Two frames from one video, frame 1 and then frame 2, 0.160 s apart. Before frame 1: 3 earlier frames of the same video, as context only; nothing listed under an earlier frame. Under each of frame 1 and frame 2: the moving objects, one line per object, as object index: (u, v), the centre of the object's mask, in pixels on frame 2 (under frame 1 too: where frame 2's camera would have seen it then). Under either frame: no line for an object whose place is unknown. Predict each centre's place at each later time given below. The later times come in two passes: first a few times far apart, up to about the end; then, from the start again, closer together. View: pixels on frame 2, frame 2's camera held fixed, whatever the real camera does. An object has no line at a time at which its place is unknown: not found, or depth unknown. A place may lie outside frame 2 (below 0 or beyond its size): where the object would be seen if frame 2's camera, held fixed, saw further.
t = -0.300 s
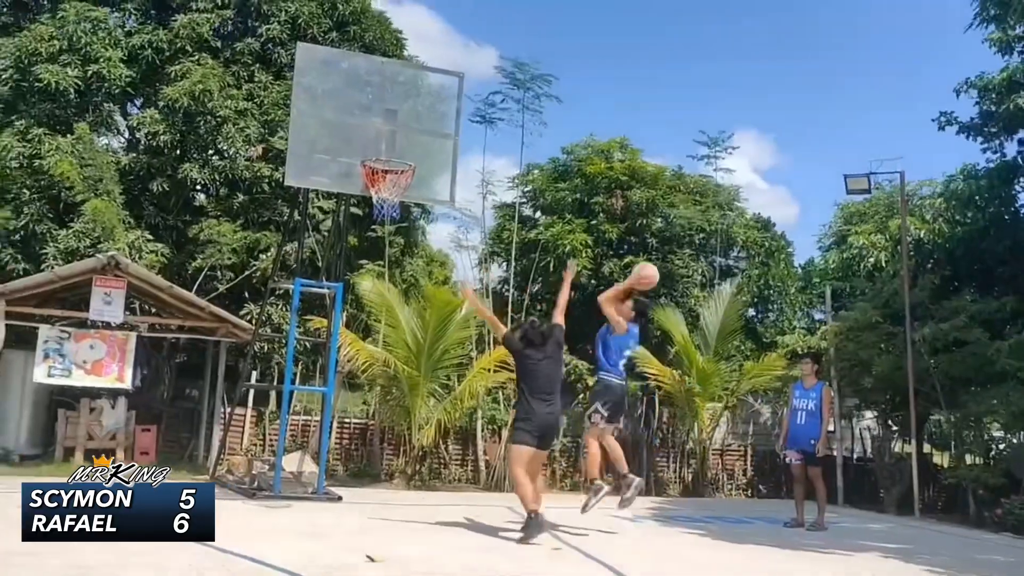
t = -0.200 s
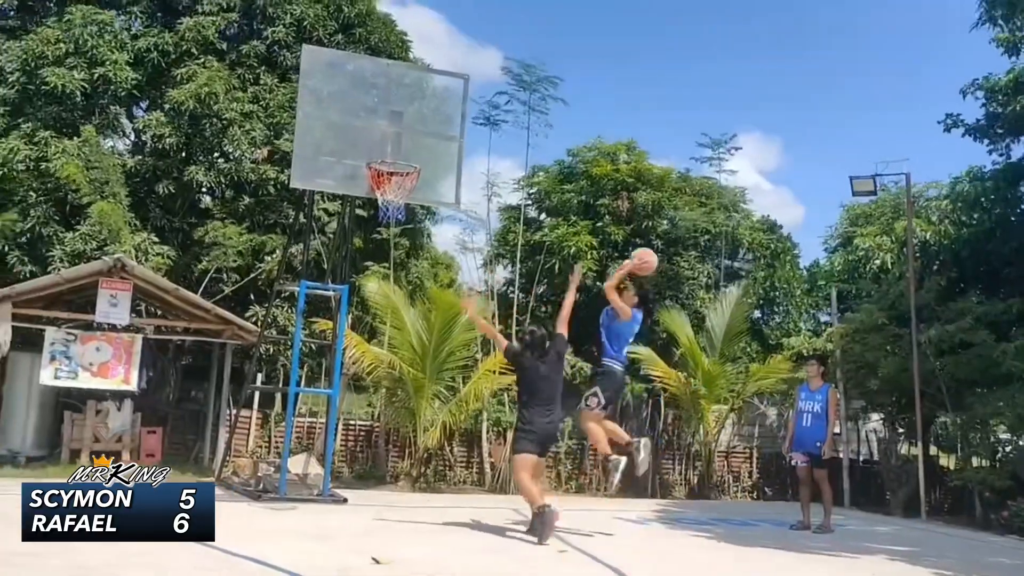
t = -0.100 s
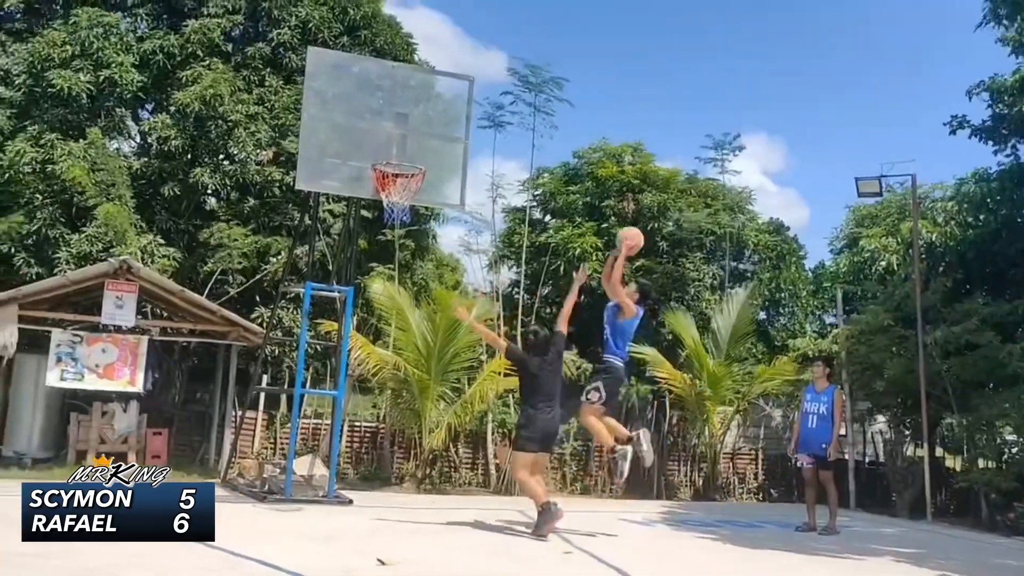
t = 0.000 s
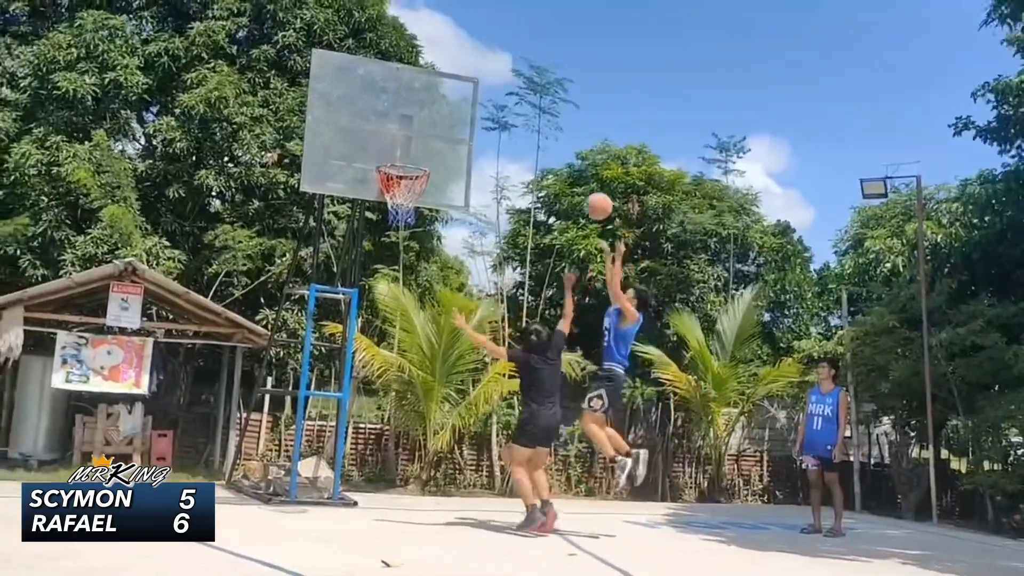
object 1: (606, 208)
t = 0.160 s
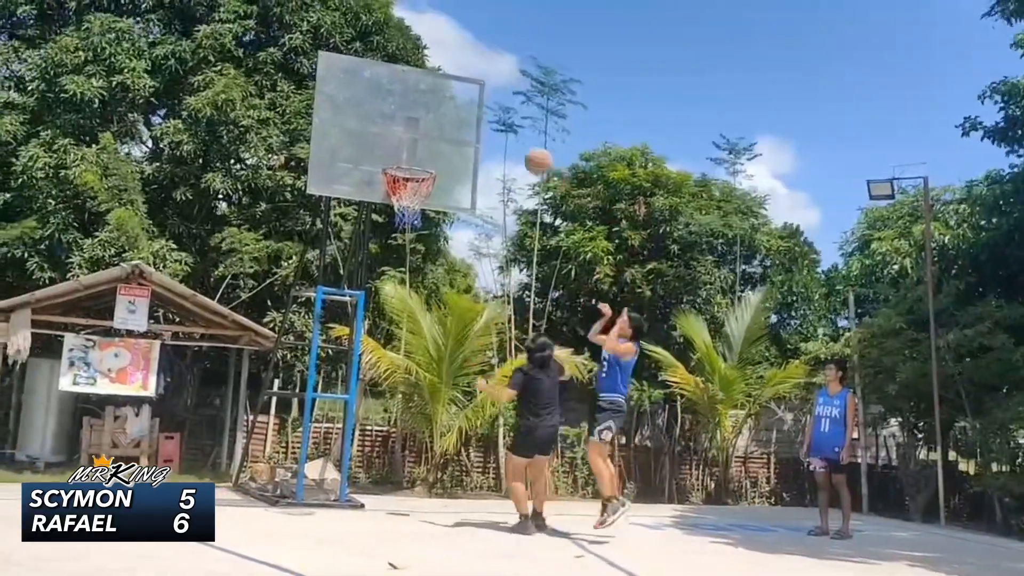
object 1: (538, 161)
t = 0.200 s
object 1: (521, 154)
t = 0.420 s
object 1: (428, 144)
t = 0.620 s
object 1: (392, 154)
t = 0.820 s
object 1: (409, 143)
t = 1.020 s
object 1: (424, 179)
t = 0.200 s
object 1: (521, 154)
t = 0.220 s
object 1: (512, 151)
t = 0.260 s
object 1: (495, 146)
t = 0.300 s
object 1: (479, 142)
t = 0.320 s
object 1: (470, 142)
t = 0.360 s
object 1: (453, 140)
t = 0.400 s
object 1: (436, 142)
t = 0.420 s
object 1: (428, 144)
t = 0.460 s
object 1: (419, 144)
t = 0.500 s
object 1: (411, 146)
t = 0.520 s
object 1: (407, 148)
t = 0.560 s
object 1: (397, 152)
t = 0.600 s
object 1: (390, 156)
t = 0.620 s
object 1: (392, 154)
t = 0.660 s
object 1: (395, 149)
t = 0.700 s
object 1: (399, 145)
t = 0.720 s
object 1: (401, 144)
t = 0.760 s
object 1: (404, 142)
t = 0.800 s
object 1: (407, 142)
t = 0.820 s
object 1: (409, 143)
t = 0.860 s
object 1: (411, 144)
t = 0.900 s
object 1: (415, 149)
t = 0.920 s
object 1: (417, 152)
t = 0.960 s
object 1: (420, 161)
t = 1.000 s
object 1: (424, 172)
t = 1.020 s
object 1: (424, 179)
